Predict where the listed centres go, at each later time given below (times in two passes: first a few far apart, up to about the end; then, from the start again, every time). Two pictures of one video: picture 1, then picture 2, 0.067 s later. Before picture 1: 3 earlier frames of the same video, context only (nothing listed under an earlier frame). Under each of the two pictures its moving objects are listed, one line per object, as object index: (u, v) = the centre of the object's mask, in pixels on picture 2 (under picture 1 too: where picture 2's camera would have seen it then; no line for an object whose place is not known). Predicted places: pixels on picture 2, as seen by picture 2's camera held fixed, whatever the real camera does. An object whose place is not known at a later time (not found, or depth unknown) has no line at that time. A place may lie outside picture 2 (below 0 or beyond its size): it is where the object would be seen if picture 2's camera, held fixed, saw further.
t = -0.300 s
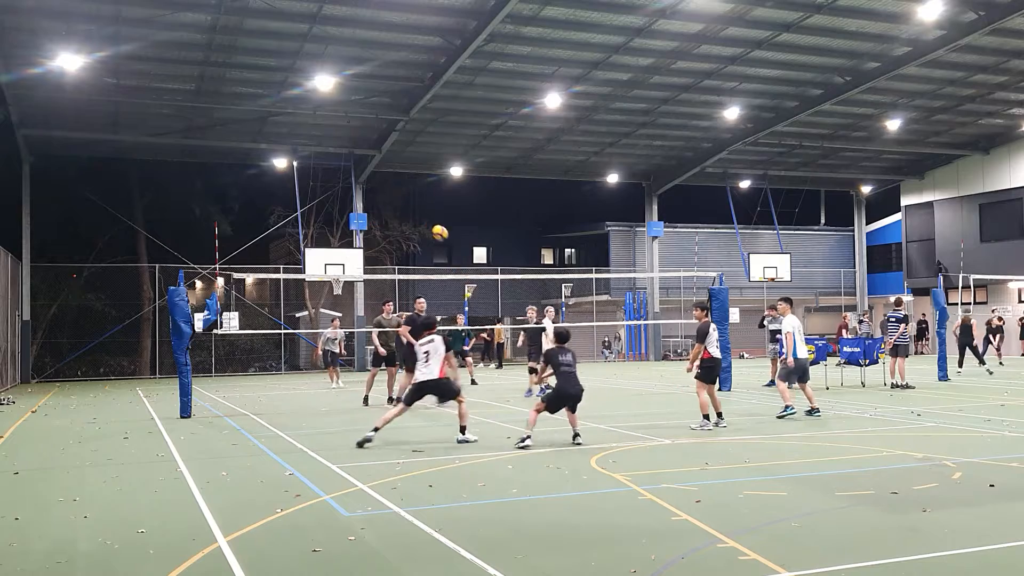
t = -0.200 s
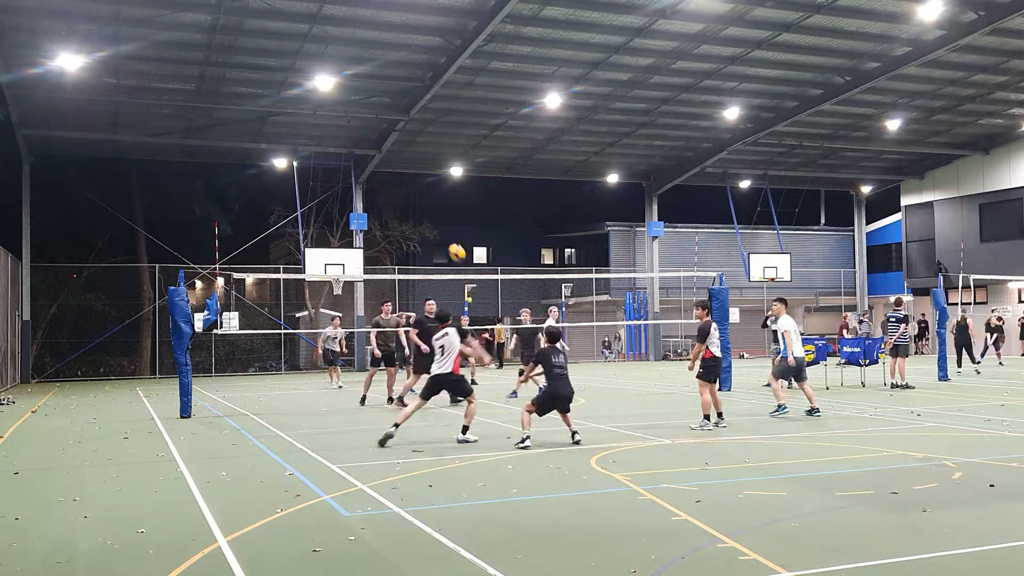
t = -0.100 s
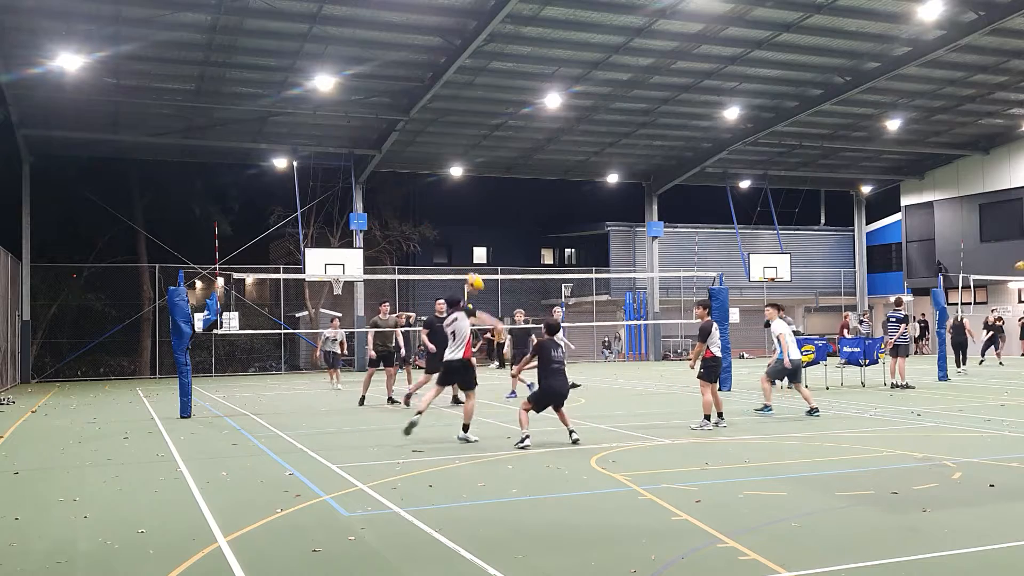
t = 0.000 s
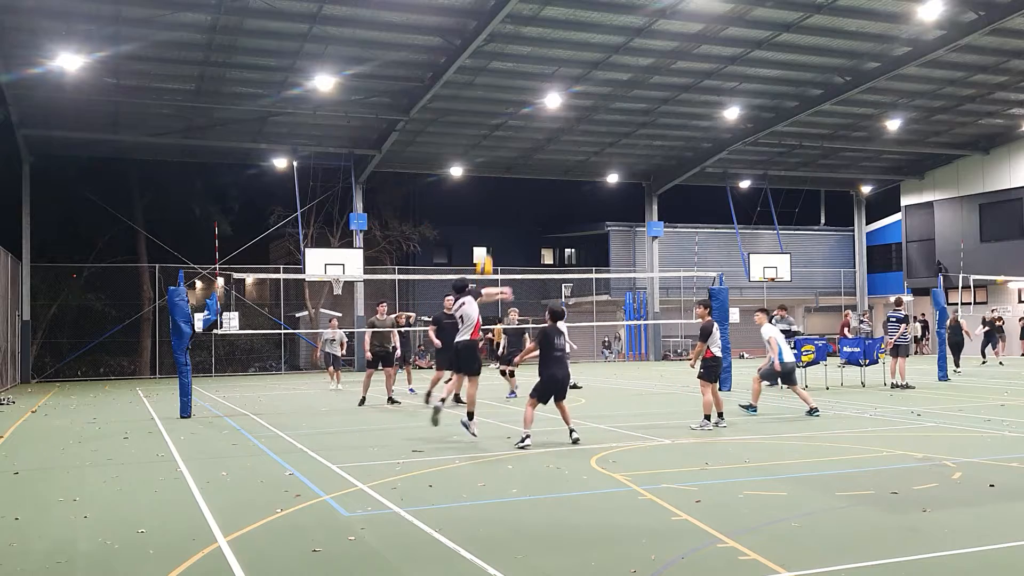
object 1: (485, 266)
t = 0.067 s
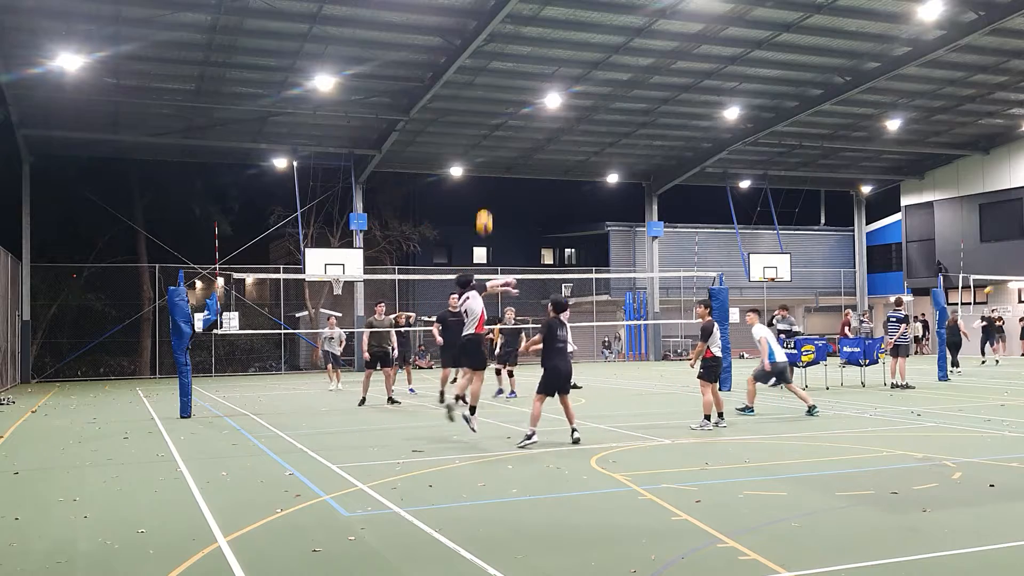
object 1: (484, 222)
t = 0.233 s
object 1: (483, 133)
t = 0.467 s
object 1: (483, 52)
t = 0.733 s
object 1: (482, 16)
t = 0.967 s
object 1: (484, 24)
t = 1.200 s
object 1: (485, 65)
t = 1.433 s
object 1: (488, 136)
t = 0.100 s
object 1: (484, 202)
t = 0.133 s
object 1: (484, 184)
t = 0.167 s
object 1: (484, 165)
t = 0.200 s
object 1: (483, 148)
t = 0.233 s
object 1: (483, 133)
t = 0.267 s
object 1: (483, 118)
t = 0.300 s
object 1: (483, 105)
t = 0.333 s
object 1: (483, 92)
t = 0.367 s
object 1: (483, 80)
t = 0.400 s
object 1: (483, 70)
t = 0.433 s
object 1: (483, 61)
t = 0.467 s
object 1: (483, 52)
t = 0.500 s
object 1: (483, 45)
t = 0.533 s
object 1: (483, 37)
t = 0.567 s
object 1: (483, 32)
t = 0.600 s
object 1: (483, 27)
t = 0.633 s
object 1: (482, 23)
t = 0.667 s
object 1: (482, 20)
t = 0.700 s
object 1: (482, 18)
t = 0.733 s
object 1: (482, 16)
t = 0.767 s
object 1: (482, 15)
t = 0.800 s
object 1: (482, 15)
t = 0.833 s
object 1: (482, 15)
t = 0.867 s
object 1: (483, 17)
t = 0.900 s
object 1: (483, 18)
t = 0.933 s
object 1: (483, 20)
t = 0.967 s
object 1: (484, 24)
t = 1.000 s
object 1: (484, 27)
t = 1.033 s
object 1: (484, 33)
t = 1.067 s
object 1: (484, 37)
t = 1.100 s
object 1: (485, 44)
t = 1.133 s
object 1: (485, 50)
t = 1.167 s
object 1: (485, 58)
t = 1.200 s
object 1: (485, 65)
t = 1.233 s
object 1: (486, 74)
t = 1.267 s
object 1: (486, 83)
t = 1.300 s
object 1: (486, 92)
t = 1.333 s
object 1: (487, 102)
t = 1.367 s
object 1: (487, 113)
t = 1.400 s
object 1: (488, 124)
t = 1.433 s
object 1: (488, 136)
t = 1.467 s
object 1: (489, 147)
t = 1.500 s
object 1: (489, 160)
